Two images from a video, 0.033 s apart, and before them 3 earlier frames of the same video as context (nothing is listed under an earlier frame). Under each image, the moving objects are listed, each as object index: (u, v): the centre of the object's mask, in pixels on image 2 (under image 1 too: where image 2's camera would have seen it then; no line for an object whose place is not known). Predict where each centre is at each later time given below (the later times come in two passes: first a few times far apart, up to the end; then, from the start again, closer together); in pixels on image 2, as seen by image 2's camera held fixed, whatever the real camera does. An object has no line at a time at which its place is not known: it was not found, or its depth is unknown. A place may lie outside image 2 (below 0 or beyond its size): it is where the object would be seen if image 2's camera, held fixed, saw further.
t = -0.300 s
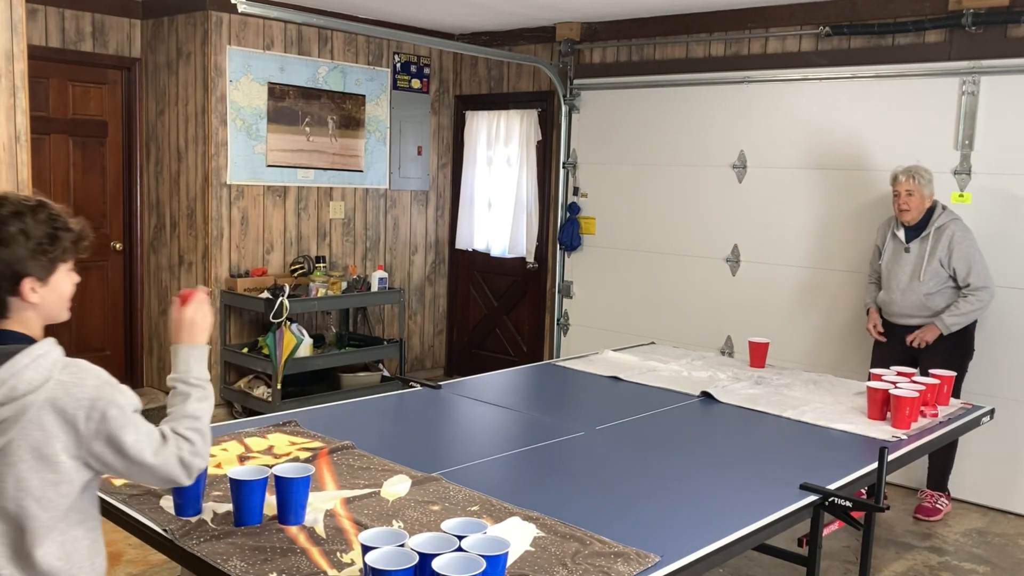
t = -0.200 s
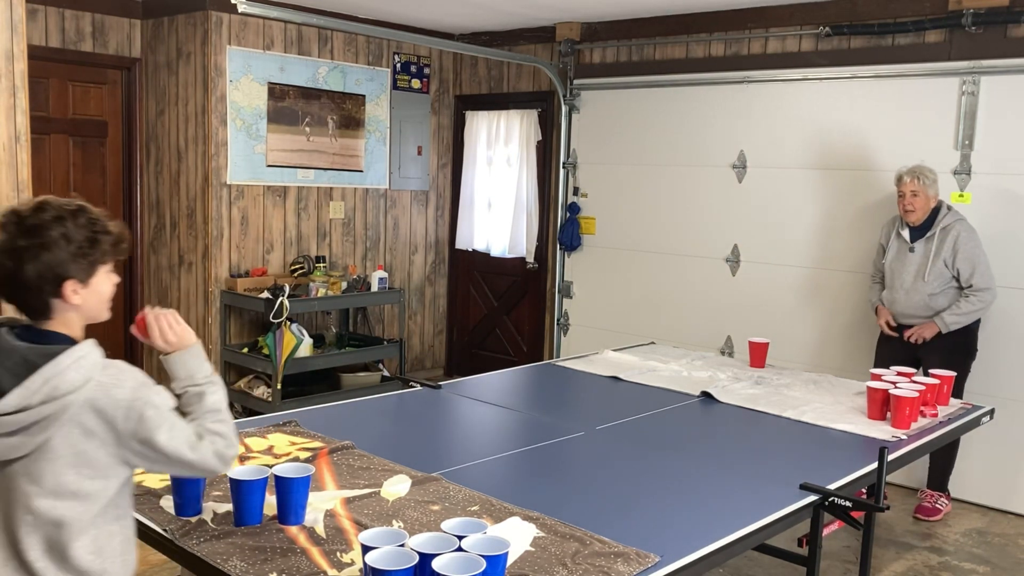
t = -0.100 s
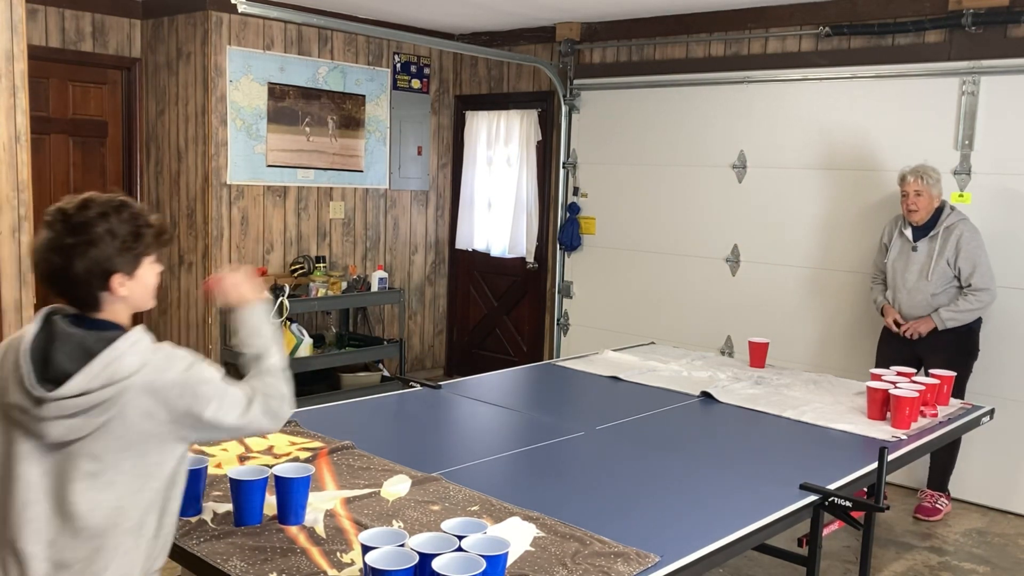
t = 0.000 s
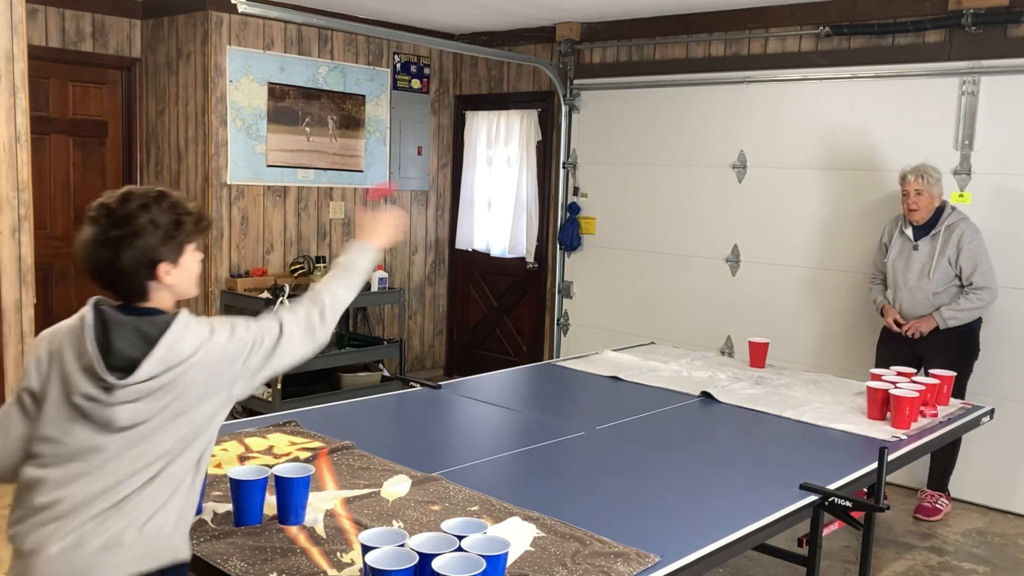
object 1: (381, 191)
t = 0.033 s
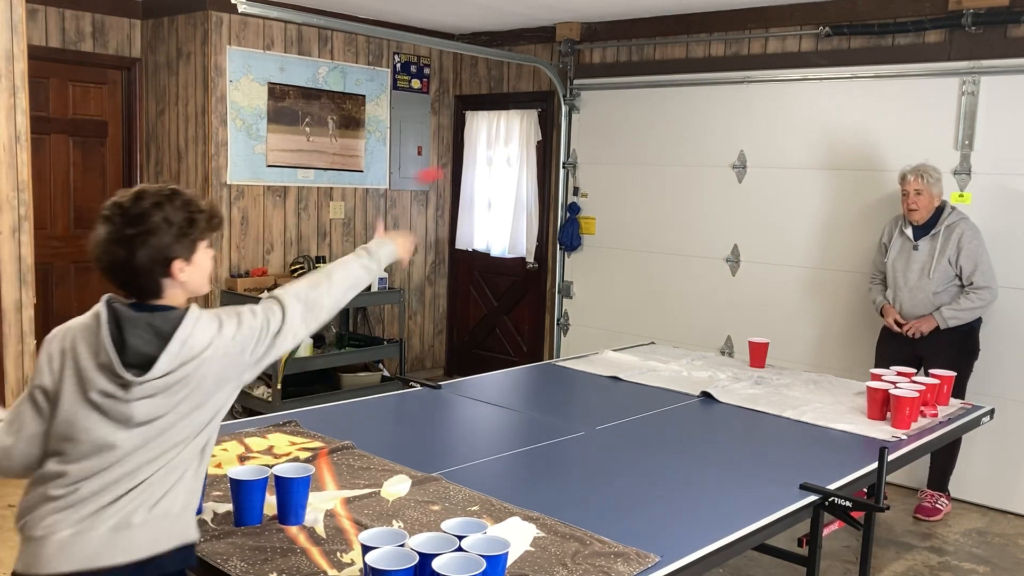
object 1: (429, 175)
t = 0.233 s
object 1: (630, 177)
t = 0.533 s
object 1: (780, 346)
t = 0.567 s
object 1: (789, 366)
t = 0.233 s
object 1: (630, 177)
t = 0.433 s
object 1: (742, 276)
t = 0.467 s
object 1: (755, 298)
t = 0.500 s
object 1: (768, 322)
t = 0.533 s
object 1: (780, 346)
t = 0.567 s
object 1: (789, 366)
